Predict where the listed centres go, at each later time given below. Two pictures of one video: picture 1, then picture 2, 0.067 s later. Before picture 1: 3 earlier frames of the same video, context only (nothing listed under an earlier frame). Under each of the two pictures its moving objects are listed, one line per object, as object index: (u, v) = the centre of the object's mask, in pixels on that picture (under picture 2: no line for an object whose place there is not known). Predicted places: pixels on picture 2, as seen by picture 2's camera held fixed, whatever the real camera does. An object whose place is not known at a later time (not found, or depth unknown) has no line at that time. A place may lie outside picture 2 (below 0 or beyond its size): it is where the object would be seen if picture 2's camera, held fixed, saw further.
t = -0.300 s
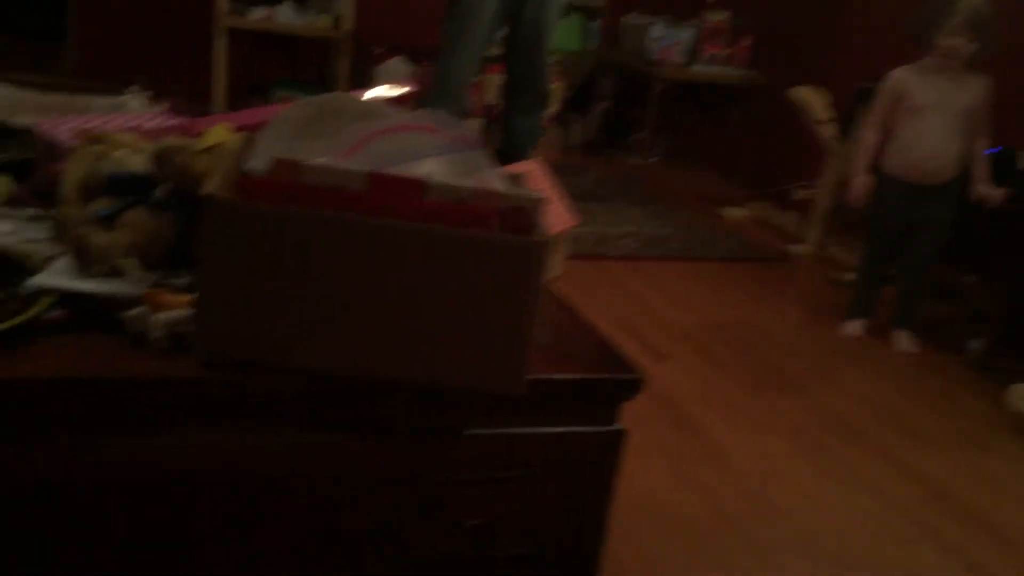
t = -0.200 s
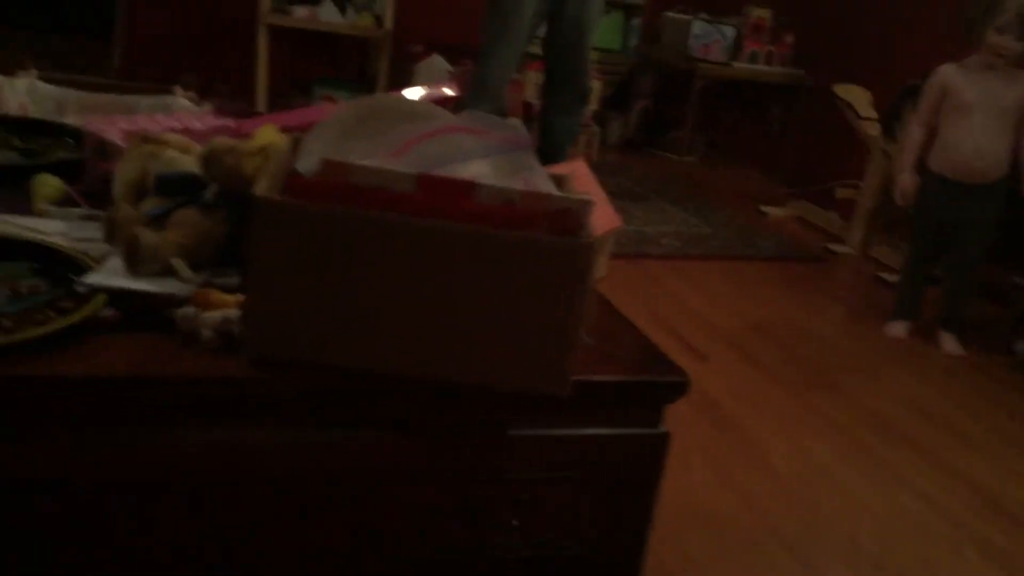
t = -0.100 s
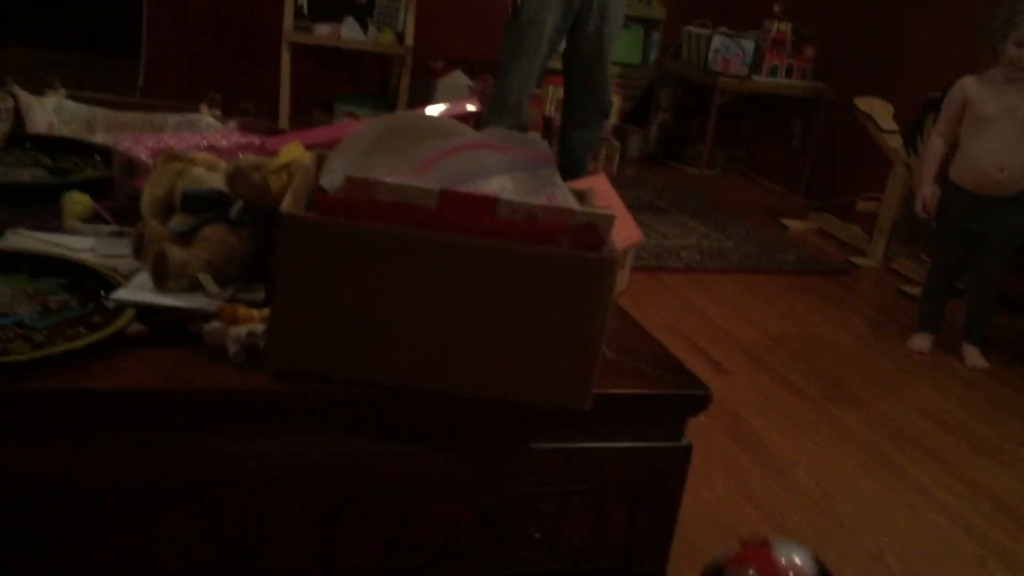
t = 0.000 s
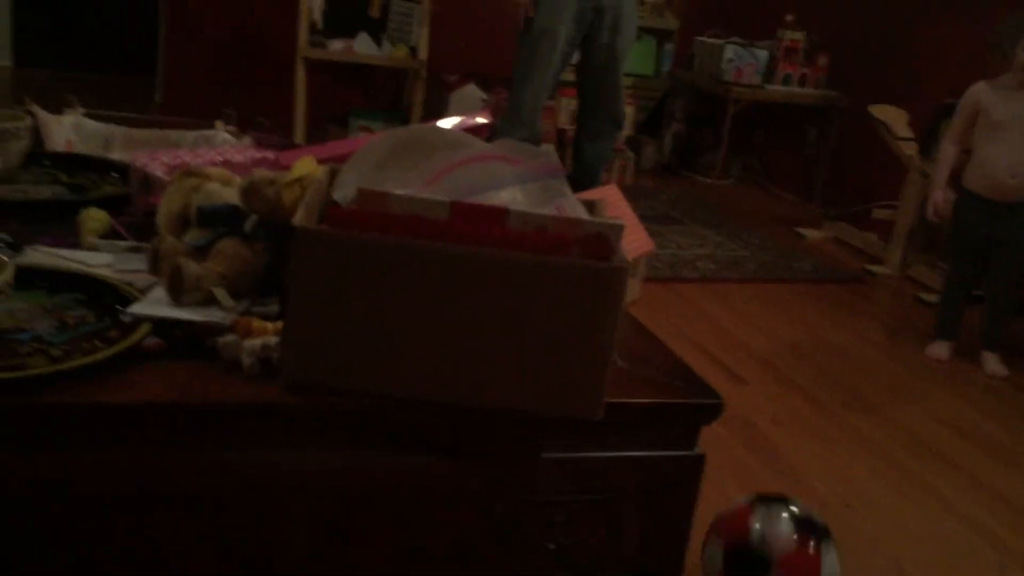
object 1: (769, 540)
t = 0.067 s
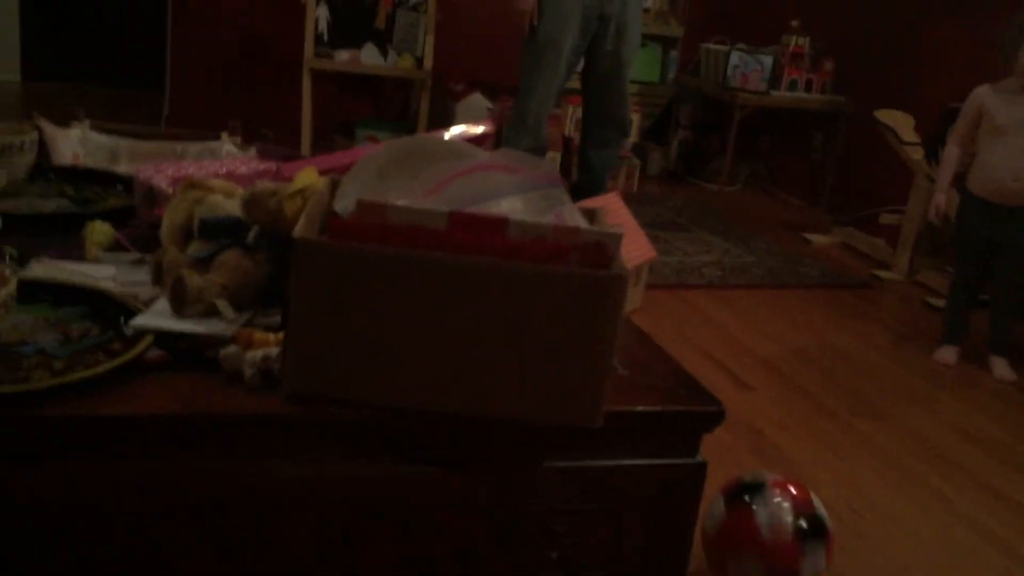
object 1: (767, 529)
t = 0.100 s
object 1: (762, 518)
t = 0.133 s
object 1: (759, 508)
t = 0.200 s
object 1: (751, 480)
